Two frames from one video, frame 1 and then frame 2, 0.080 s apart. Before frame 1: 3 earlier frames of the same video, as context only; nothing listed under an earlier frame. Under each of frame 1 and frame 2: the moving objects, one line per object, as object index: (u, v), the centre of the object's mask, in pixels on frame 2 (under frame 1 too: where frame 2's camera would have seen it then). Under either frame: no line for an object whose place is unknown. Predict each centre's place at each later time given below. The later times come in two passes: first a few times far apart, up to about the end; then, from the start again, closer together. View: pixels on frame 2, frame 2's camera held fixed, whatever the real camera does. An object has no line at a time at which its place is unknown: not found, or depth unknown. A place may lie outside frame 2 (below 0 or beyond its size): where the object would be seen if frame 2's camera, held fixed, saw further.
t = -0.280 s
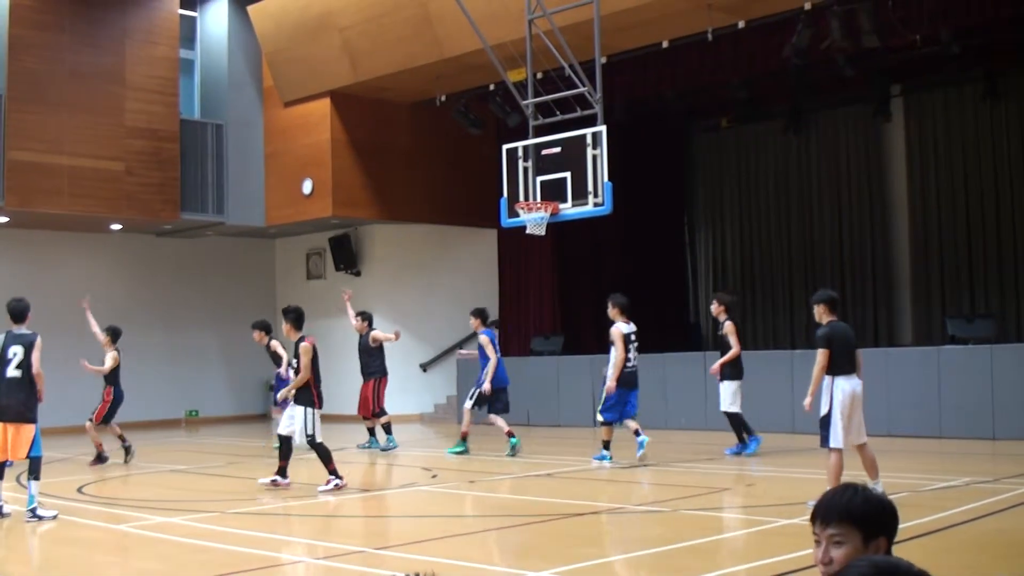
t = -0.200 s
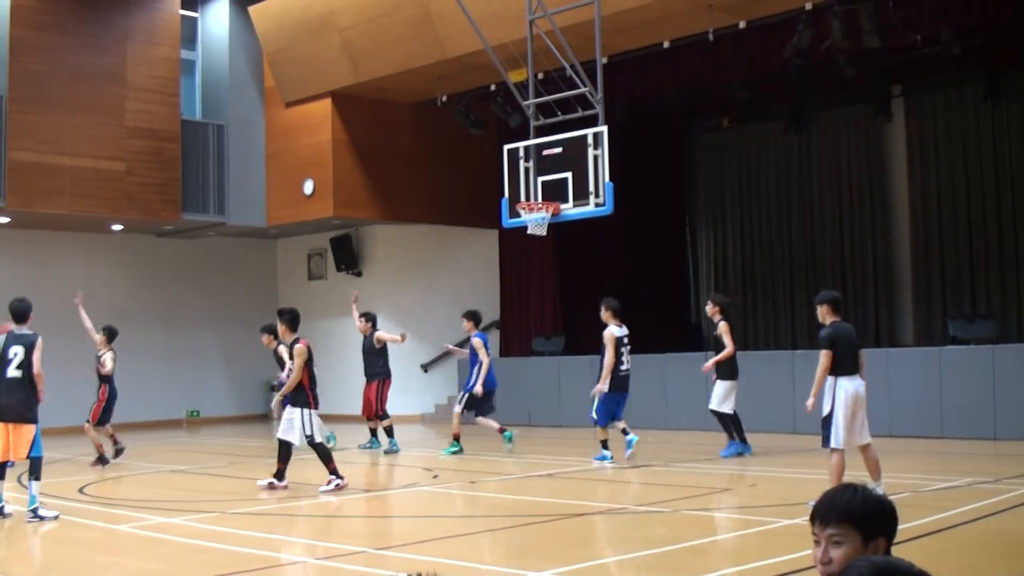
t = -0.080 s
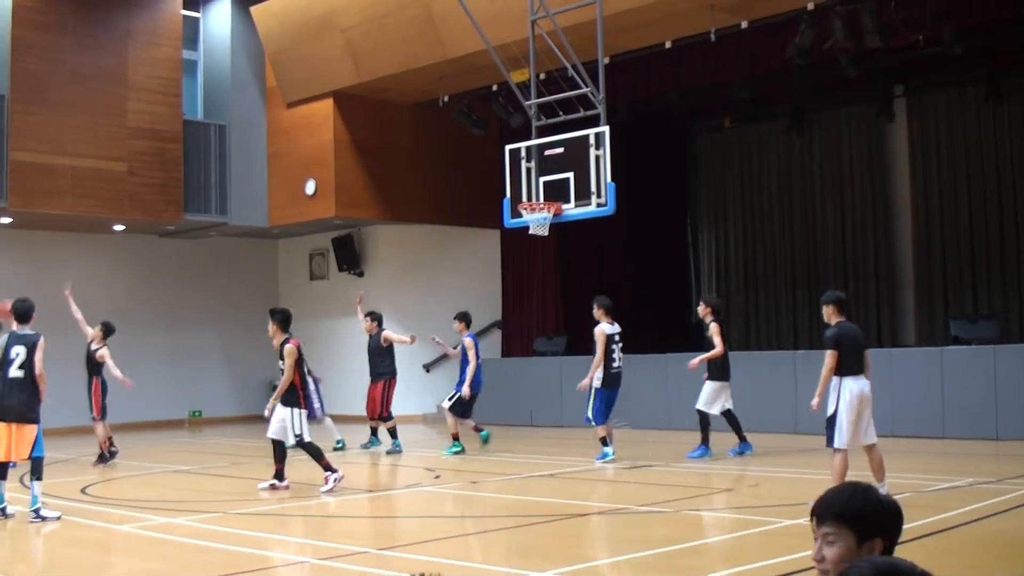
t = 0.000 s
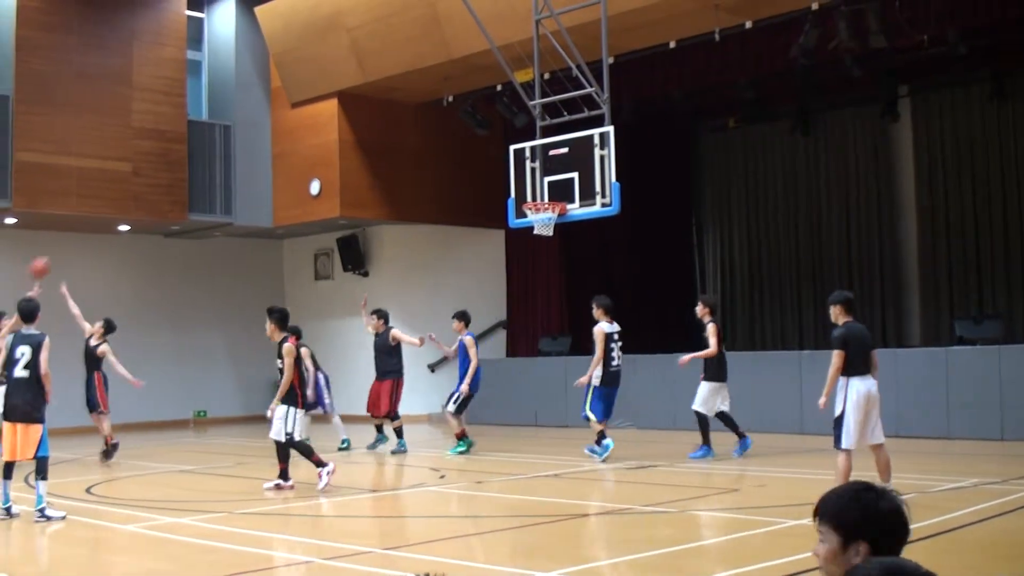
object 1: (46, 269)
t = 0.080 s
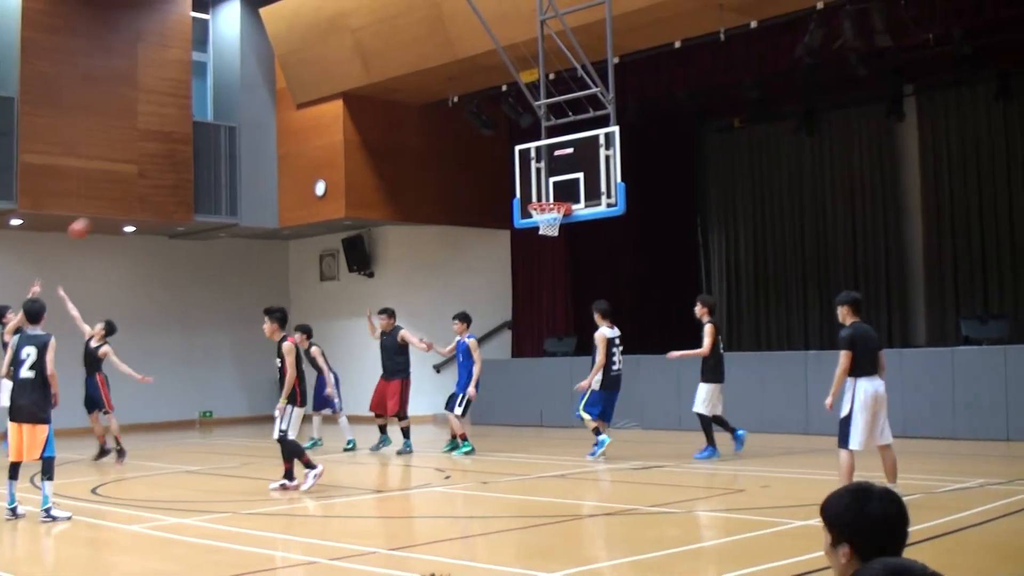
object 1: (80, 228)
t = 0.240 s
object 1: (147, 165)
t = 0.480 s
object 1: (249, 111)
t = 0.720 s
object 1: (352, 100)
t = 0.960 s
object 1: (453, 132)
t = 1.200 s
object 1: (551, 199)
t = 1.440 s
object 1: (522, 193)
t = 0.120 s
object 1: (95, 211)
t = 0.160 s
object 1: (112, 194)
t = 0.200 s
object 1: (129, 178)
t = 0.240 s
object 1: (147, 165)
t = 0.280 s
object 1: (164, 153)
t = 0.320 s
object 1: (181, 142)
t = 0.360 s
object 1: (197, 133)
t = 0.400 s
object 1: (214, 125)
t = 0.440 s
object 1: (232, 116)
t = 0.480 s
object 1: (249, 111)
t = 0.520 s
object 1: (266, 107)
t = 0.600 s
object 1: (301, 100)
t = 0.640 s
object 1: (317, 98)
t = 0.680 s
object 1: (334, 98)
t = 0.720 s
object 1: (352, 100)
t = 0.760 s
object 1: (368, 103)
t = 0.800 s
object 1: (385, 106)
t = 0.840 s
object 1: (402, 111)
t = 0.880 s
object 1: (420, 117)
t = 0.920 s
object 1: (437, 124)
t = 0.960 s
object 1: (453, 132)
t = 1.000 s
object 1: (470, 142)
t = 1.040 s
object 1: (486, 153)
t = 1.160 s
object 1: (537, 192)
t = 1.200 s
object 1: (551, 199)
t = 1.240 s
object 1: (554, 200)
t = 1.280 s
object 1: (547, 200)
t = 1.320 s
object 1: (537, 199)
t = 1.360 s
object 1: (532, 196)
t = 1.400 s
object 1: (526, 194)
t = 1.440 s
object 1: (522, 193)
